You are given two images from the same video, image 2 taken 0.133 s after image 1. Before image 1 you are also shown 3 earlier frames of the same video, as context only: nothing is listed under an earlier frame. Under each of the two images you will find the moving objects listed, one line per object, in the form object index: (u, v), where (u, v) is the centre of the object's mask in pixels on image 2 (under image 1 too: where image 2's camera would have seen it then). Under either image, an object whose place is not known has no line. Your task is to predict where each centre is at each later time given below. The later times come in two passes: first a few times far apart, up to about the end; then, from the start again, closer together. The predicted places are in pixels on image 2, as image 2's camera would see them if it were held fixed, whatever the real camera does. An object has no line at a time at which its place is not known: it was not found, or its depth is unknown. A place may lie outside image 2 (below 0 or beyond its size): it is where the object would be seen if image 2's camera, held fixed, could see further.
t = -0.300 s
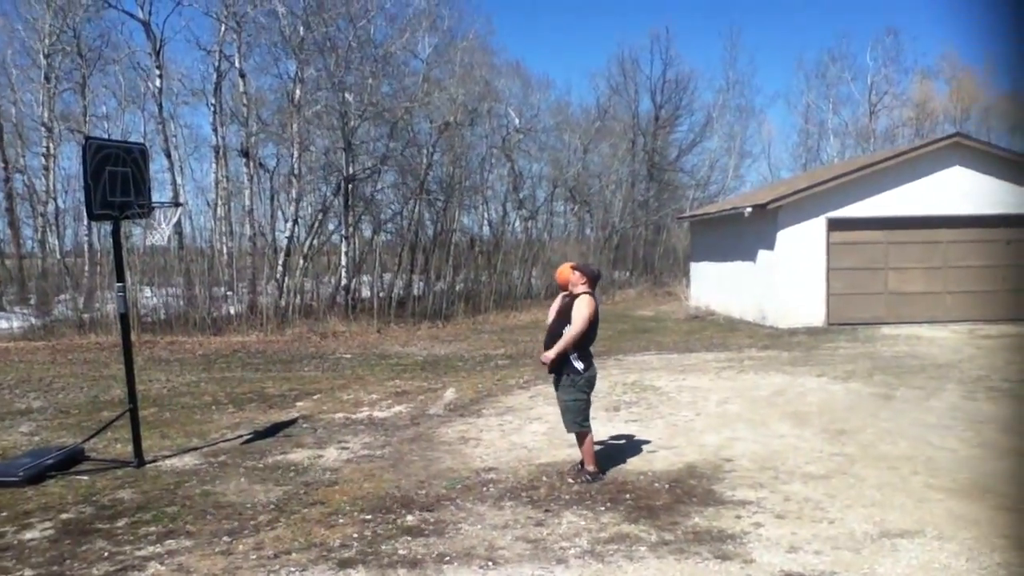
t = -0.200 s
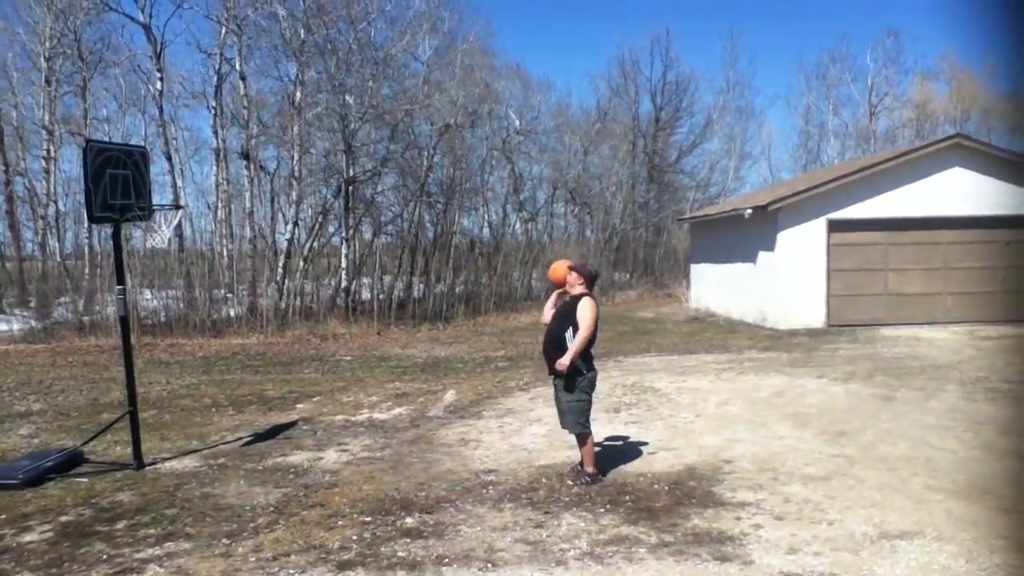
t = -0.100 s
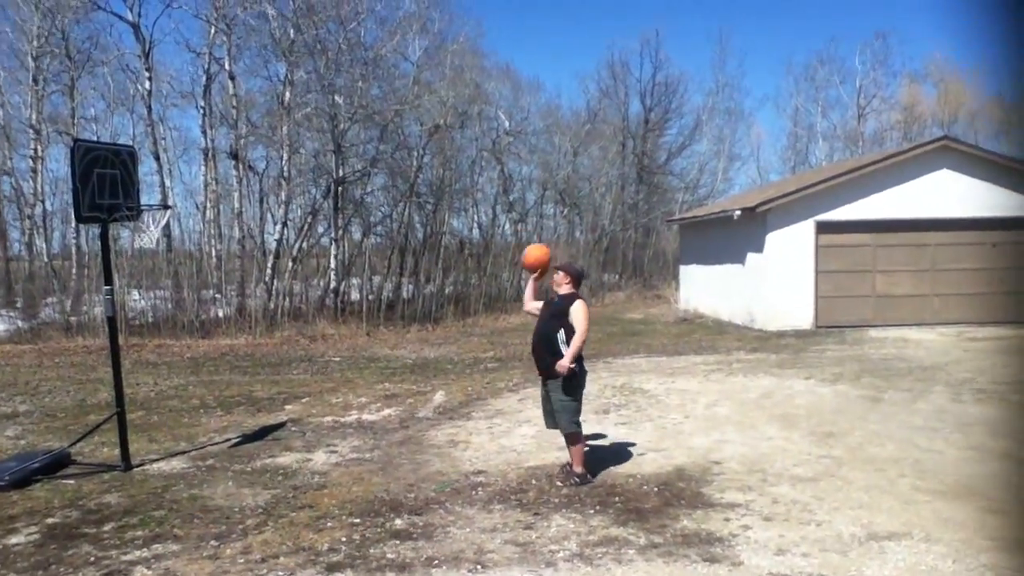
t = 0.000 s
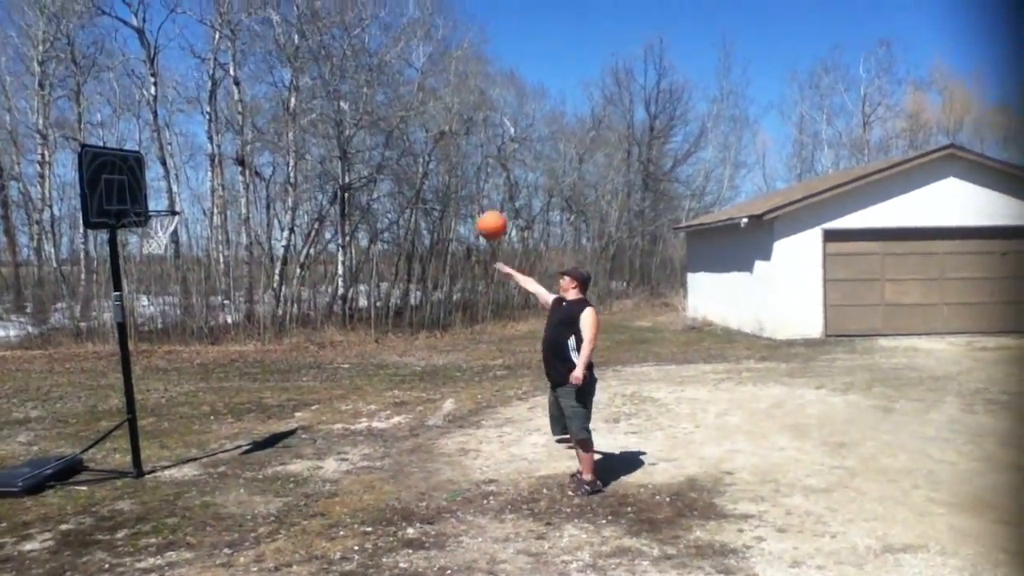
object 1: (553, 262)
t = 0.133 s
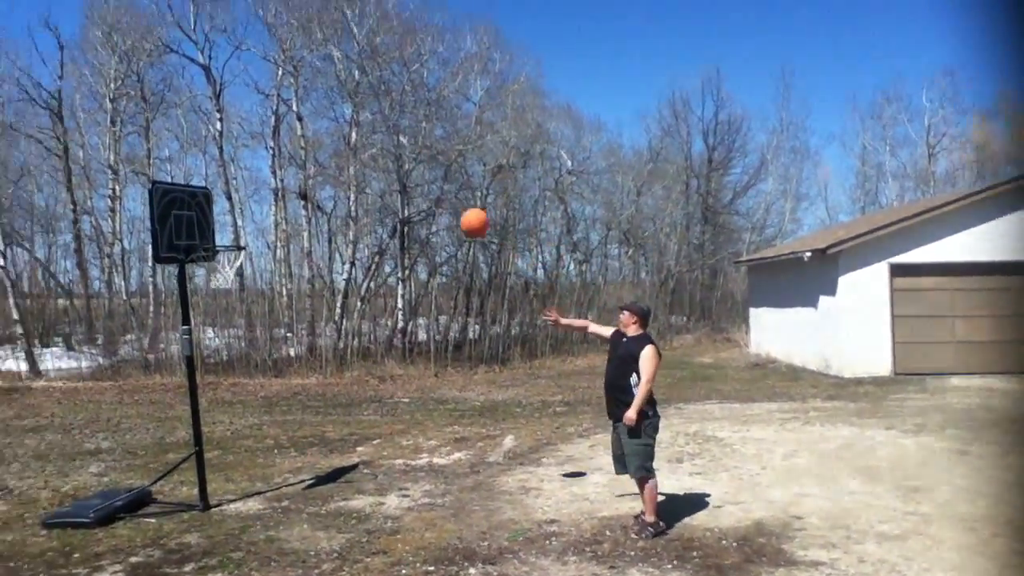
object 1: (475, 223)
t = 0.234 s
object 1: (419, 211)
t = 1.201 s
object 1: (316, 411)
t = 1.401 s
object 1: (343, 380)
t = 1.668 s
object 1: (378, 402)
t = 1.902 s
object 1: (408, 456)
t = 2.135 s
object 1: (427, 424)
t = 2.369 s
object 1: (445, 442)
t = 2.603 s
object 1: (464, 431)
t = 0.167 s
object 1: (457, 218)
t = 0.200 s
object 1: (439, 214)
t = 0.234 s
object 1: (419, 211)
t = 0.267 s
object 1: (402, 210)
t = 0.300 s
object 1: (386, 211)
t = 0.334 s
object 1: (370, 213)
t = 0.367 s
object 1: (354, 216)
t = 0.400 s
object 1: (336, 221)
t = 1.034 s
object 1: (290, 464)
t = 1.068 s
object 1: (295, 451)
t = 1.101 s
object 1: (301, 440)
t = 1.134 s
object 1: (307, 429)
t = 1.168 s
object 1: (311, 420)
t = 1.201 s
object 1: (316, 411)
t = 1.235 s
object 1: (320, 403)
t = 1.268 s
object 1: (325, 396)
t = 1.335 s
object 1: (334, 386)
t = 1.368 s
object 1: (338, 383)
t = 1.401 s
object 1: (343, 380)
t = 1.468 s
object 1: (352, 379)
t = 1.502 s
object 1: (356, 380)
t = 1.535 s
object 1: (360, 383)
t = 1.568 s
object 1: (365, 386)
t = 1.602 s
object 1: (369, 391)
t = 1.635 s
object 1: (374, 395)
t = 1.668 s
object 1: (378, 402)
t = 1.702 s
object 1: (384, 411)
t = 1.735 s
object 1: (388, 420)
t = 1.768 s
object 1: (392, 429)
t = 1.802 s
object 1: (397, 440)
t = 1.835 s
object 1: (402, 453)
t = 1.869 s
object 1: (405, 464)
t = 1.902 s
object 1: (408, 456)
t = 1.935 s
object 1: (411, 448)
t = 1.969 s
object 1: (414, 441)
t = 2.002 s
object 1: (416, 436)
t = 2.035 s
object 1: (419, 431)
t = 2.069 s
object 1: (421, 427)
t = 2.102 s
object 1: (424, 425)
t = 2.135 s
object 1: (427, 424)
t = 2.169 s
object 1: (429, 423)
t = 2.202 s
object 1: (431, 424)
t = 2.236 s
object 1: (434, 426)
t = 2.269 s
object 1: (437, 428)
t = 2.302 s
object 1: (440, 432)
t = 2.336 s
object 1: (442, 437)
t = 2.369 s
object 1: (445, 442)
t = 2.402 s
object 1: (448, 449)
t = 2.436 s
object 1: (450, 447)
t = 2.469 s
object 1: (453, 439)
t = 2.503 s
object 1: (456, 436)
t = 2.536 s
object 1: (459, 434)
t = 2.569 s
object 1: (461, 432)
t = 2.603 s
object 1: (464, 431)
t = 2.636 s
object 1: (467, 430)
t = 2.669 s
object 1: (469, 432)
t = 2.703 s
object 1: (473, 433)
